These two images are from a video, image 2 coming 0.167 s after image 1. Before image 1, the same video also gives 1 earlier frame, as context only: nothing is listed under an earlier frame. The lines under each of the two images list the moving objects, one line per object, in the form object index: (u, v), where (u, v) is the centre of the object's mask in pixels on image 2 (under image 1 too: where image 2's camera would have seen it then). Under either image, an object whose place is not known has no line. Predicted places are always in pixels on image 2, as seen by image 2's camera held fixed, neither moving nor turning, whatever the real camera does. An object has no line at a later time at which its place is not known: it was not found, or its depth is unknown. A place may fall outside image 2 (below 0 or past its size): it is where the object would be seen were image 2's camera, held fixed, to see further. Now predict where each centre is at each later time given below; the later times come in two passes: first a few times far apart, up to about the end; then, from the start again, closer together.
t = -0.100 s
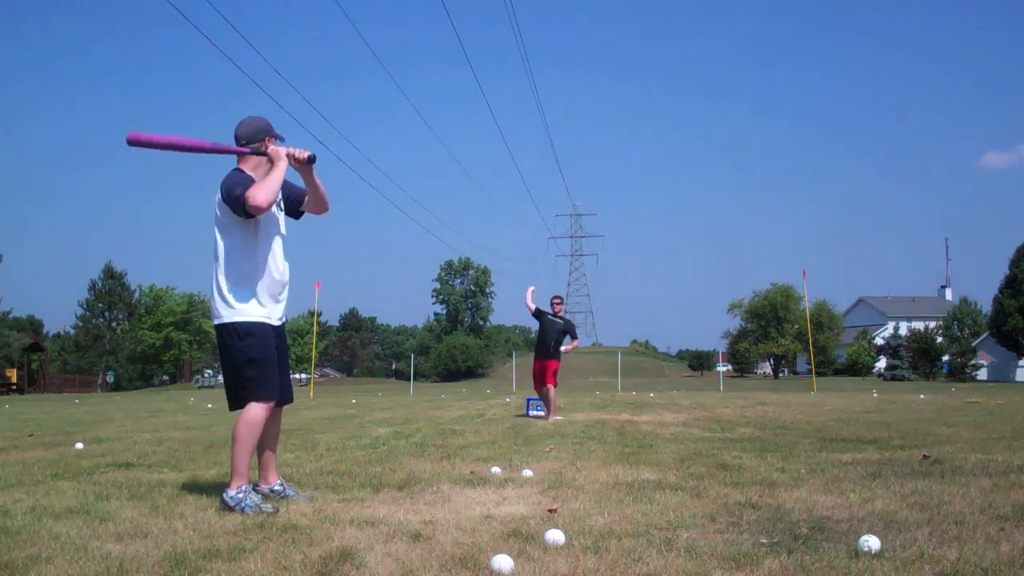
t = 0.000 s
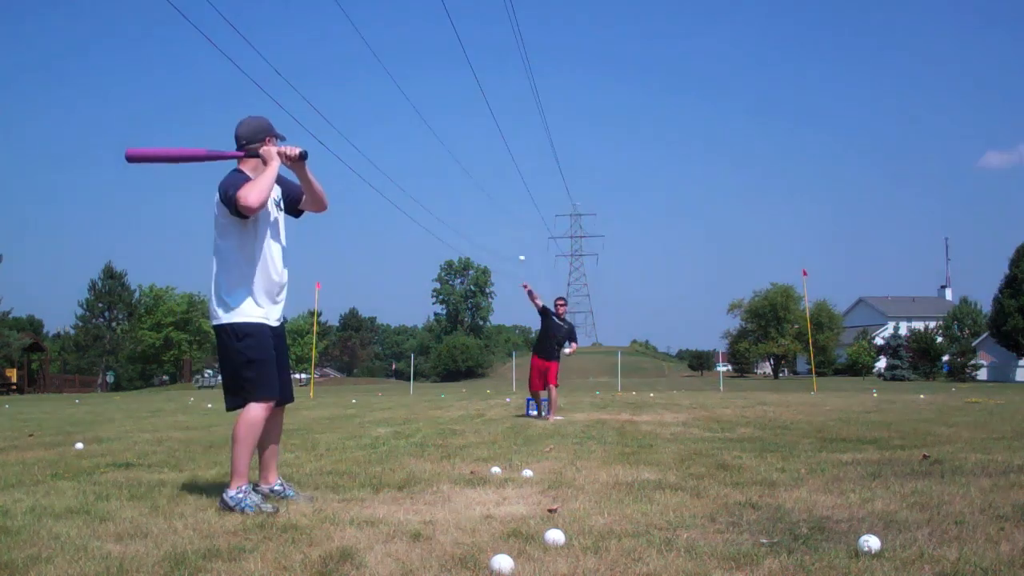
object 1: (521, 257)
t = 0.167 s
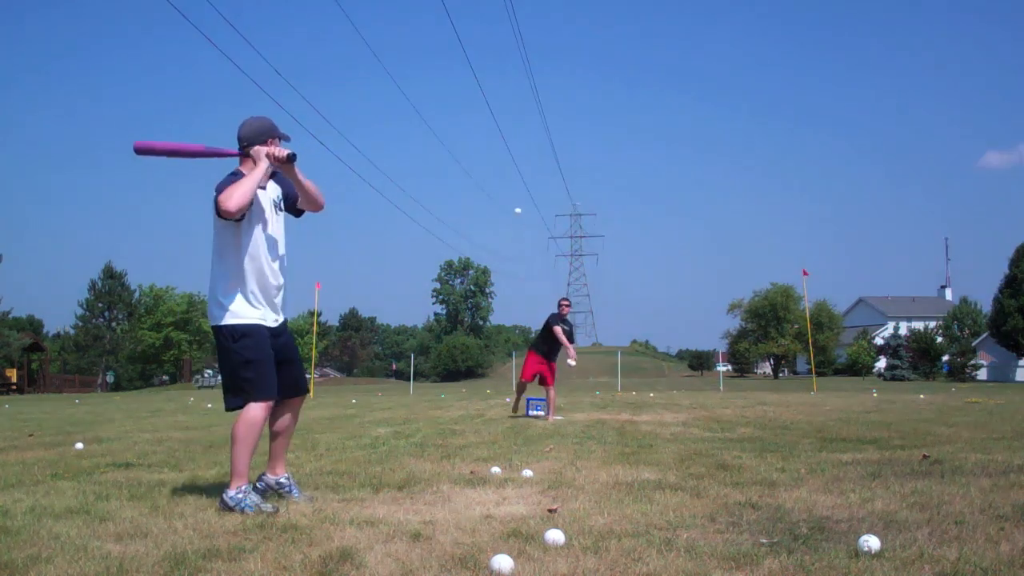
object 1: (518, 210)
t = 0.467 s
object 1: (513, 170)
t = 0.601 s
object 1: (511, 180)
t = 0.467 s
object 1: (513, 170)
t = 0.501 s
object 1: (513, 170)
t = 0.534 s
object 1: (512, 172)
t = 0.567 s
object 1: (511, 175)
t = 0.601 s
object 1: (511, 180)
